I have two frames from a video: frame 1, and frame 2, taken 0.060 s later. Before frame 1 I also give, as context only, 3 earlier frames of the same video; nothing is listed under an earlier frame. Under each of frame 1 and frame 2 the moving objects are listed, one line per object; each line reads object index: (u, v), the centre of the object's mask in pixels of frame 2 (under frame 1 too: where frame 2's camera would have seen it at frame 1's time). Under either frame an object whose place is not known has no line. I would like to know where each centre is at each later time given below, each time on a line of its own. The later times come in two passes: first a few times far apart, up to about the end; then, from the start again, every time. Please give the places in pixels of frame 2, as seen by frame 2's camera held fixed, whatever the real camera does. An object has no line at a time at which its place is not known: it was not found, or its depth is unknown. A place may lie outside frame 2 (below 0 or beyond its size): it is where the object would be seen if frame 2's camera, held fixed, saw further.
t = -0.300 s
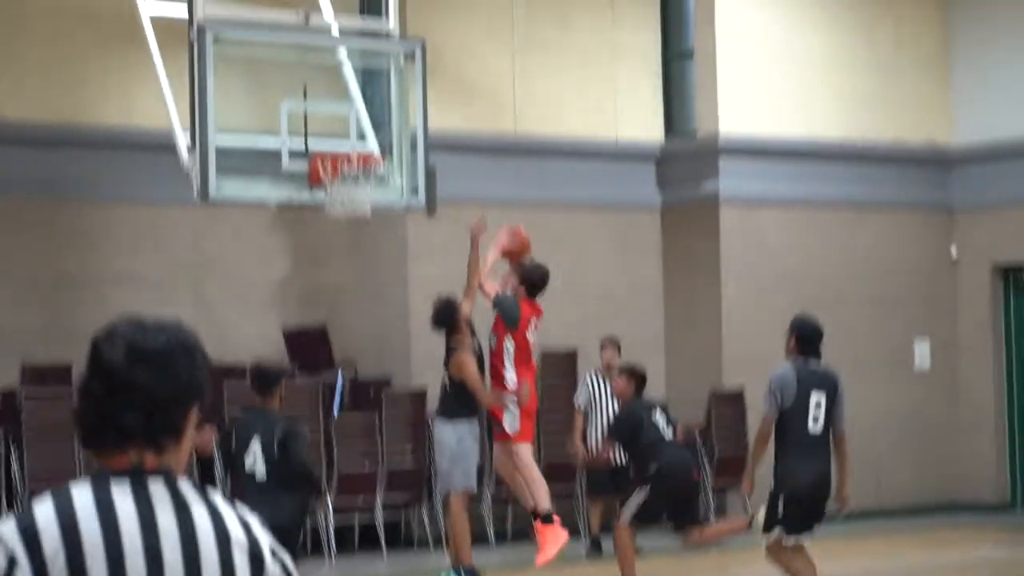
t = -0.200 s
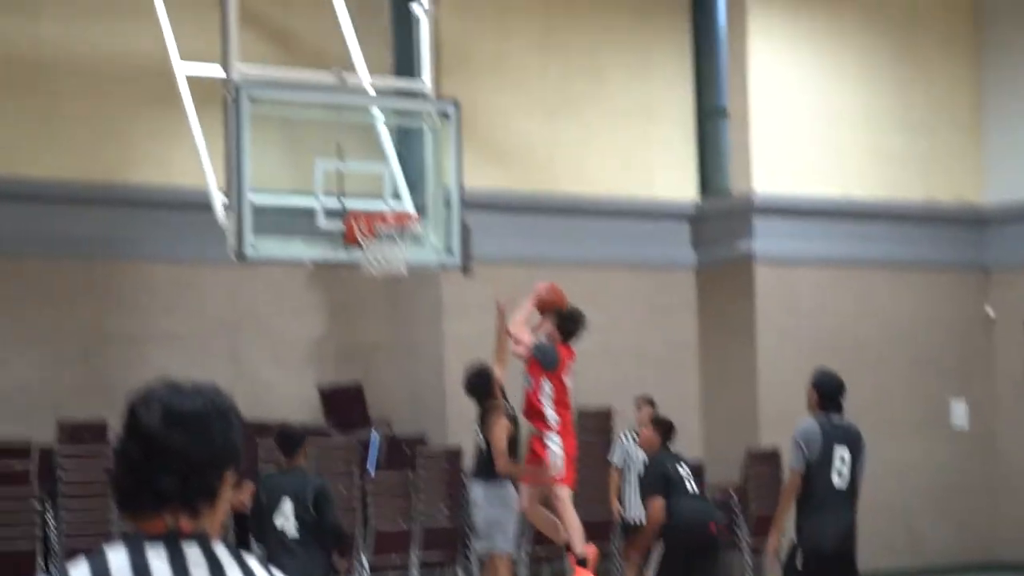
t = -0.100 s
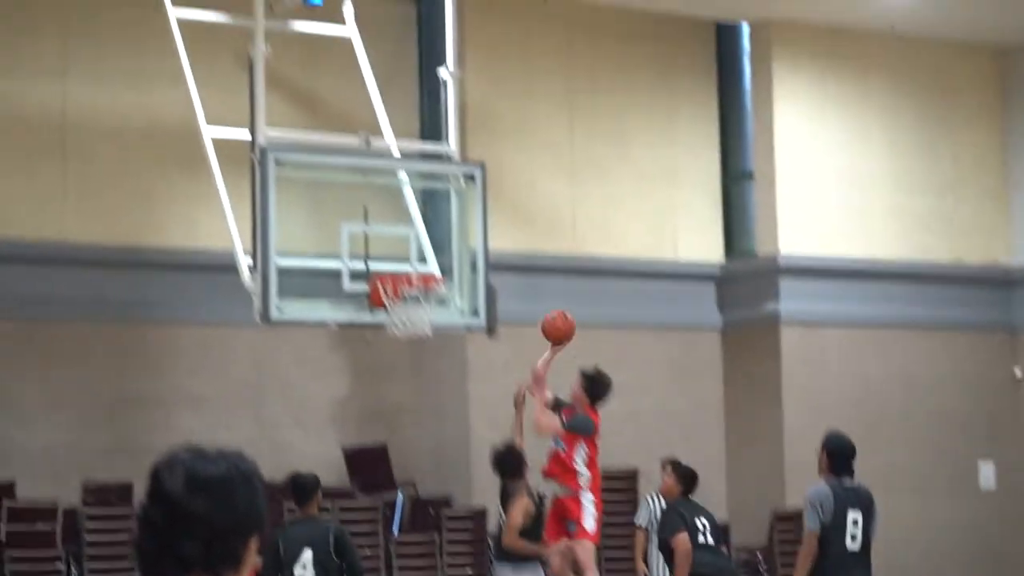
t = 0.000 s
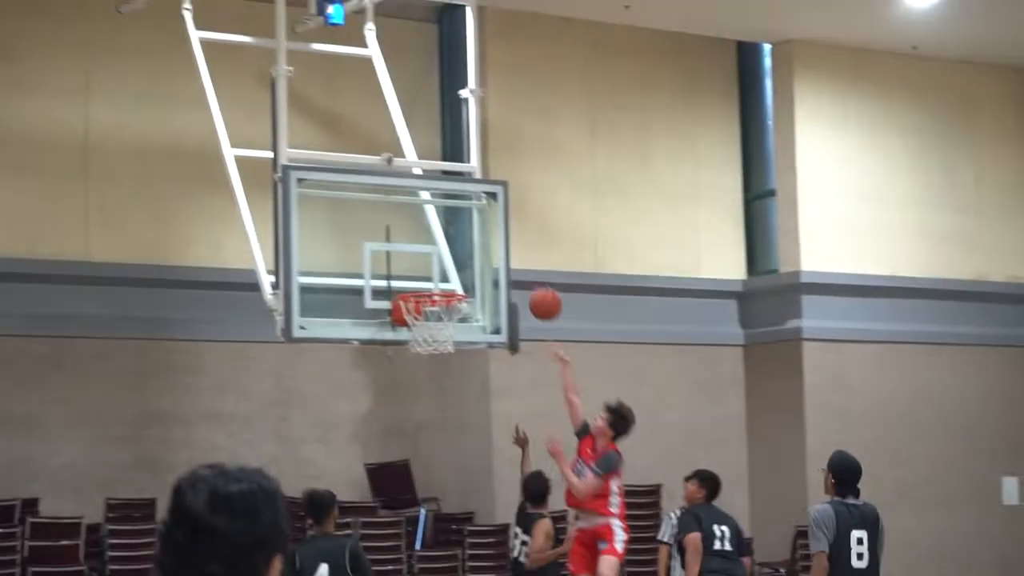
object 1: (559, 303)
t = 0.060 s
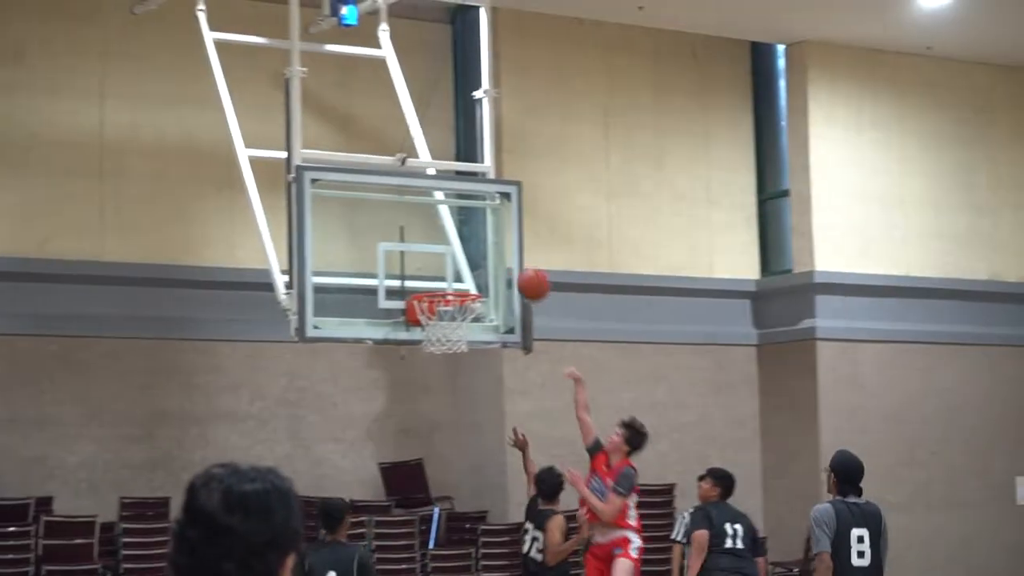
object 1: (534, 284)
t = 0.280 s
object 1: (450, 257)
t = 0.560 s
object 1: (449, 288)
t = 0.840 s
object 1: (466, 329)
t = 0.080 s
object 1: (525, 279)
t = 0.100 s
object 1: (517, 275)
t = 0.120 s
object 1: (509, 270)
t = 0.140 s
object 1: (501, 267)
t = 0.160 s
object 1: (493, 264)
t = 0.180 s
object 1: (484, 261)
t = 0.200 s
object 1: (476, 259)
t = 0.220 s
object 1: (467, 258)
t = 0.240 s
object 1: (460, 257)
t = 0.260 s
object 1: (452, 257)
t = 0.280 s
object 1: (450, 257)
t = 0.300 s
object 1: (448, 257)
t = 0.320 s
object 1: (447, 258)
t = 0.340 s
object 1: (445, 259)
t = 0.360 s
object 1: (443, 261)
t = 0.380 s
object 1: (442, 263)
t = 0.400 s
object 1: (441, 266)
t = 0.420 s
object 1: (439, 269)
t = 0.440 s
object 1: (438, 274)
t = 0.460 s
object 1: (436, 277)
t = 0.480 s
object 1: (434, 281)
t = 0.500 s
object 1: (433, 284)
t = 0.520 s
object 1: (436, 285)
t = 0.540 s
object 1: (442, 286)
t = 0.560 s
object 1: (449, 288)
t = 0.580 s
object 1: (456, 306)
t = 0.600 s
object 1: (462, 310)
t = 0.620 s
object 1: (468, 314)
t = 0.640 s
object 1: (471, 315)
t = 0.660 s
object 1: (472, 316)
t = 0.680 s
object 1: (473, 317)
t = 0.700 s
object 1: (474, 319)
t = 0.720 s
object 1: (474, 319)
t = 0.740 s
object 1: (474, 320)
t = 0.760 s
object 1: (473, 321)
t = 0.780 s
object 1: (472, 323)
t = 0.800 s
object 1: (470, 325)
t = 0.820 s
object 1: (468, 326)
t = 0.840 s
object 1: (466, 329)
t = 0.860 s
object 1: (464, 331)
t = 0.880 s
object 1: (463, 334)
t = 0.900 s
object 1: (459, 338)
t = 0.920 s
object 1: (456, 343)
